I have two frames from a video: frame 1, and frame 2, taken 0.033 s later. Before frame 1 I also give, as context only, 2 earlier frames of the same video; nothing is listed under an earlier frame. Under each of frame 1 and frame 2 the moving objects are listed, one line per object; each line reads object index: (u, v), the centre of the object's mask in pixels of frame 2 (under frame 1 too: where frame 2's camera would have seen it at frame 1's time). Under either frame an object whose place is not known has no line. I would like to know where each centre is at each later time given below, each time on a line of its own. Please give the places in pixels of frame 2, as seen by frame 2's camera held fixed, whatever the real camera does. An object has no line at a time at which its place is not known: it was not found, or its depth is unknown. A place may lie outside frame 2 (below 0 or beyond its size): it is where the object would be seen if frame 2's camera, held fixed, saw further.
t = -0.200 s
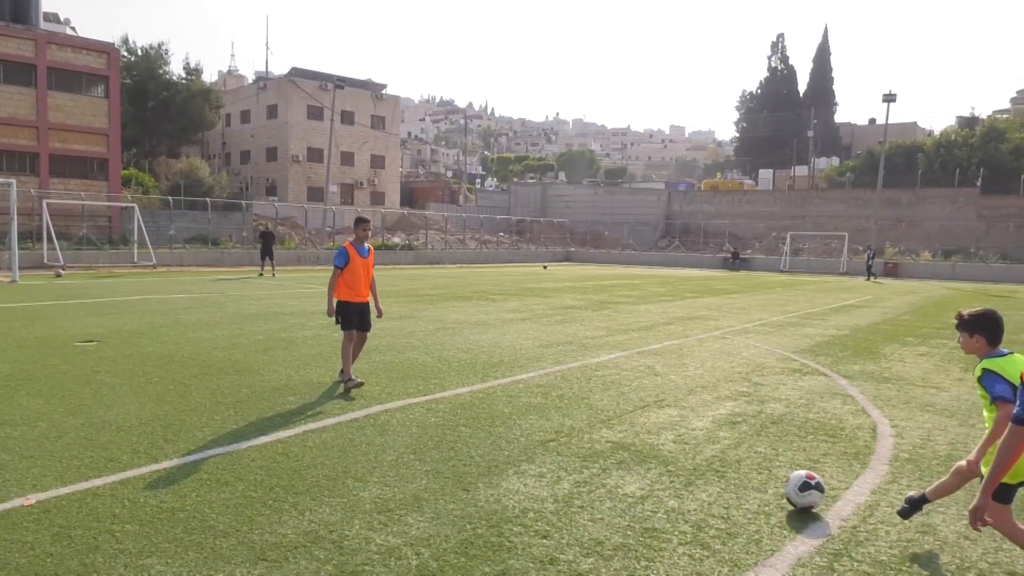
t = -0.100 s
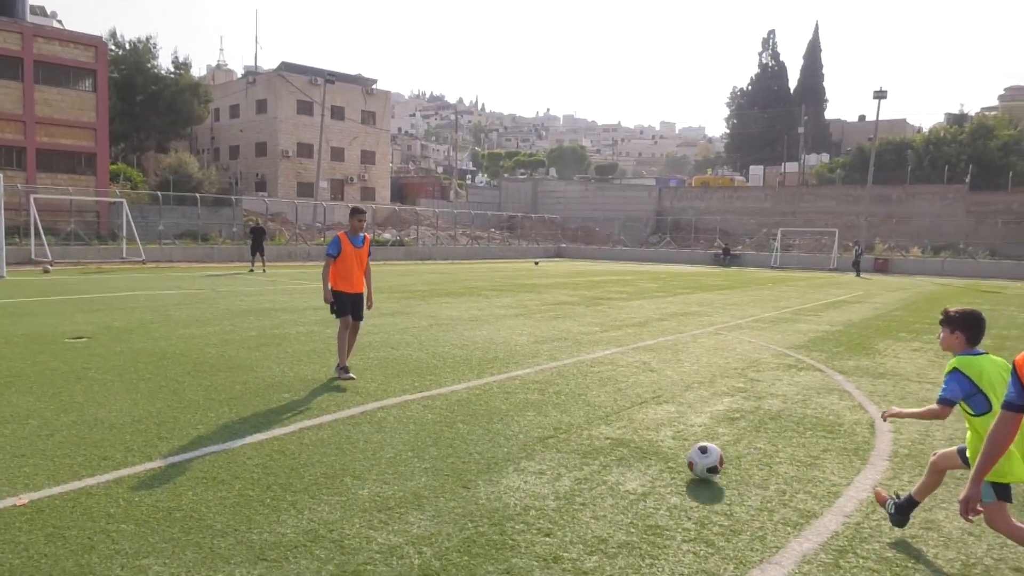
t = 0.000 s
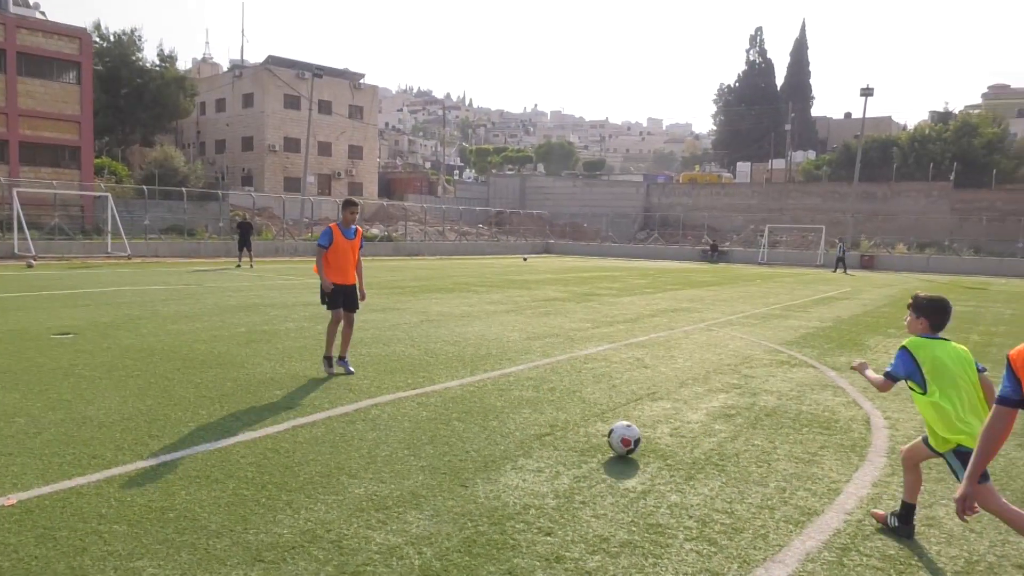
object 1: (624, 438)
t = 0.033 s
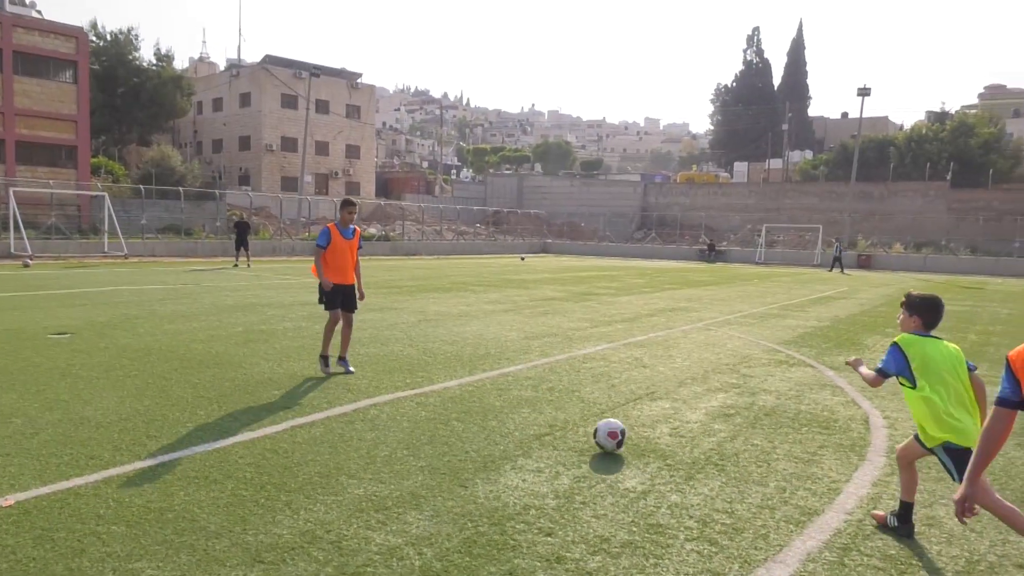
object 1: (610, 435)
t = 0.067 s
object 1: (583, 431)
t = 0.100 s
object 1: (560, 424)
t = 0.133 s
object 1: (549, 421)
